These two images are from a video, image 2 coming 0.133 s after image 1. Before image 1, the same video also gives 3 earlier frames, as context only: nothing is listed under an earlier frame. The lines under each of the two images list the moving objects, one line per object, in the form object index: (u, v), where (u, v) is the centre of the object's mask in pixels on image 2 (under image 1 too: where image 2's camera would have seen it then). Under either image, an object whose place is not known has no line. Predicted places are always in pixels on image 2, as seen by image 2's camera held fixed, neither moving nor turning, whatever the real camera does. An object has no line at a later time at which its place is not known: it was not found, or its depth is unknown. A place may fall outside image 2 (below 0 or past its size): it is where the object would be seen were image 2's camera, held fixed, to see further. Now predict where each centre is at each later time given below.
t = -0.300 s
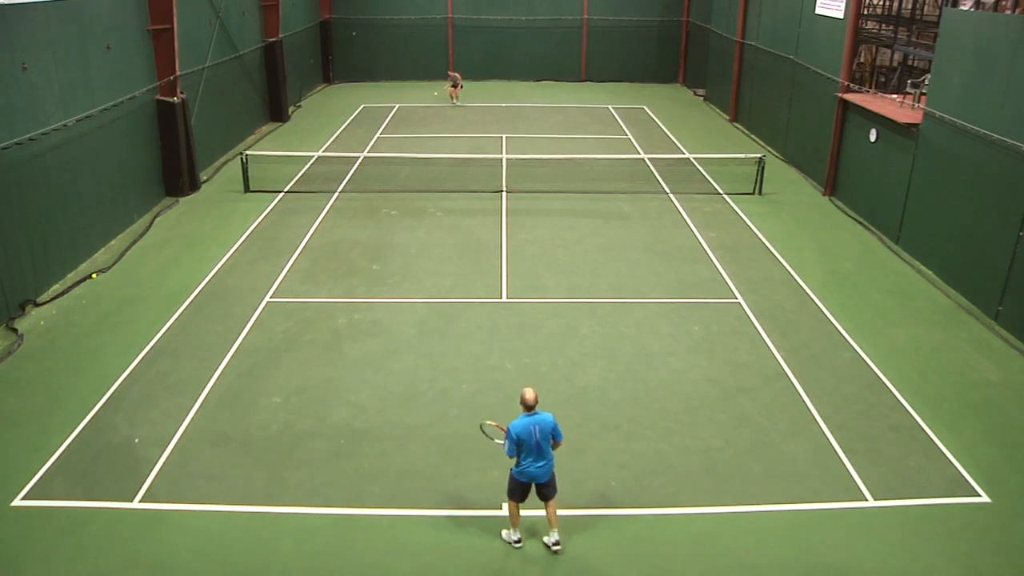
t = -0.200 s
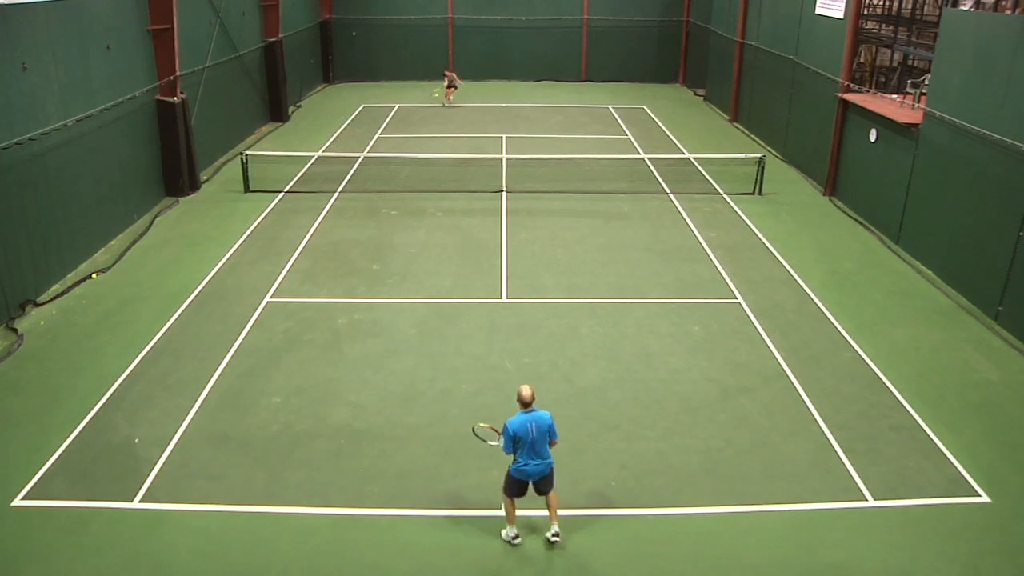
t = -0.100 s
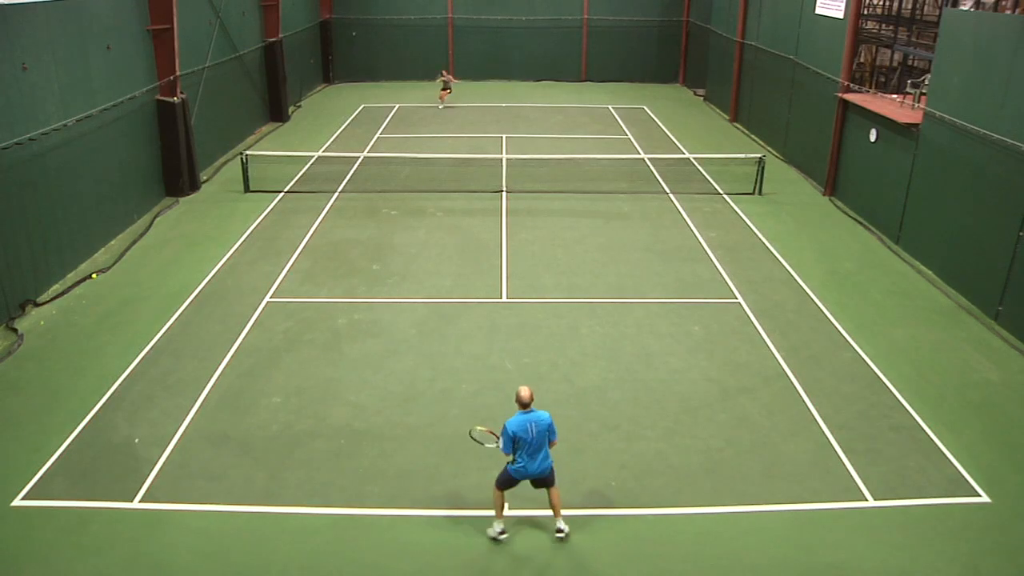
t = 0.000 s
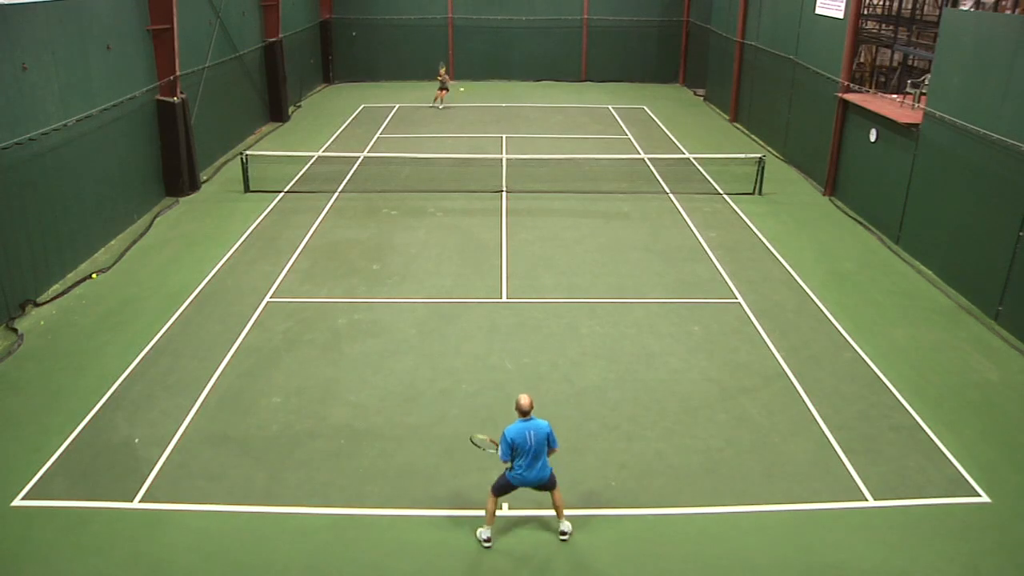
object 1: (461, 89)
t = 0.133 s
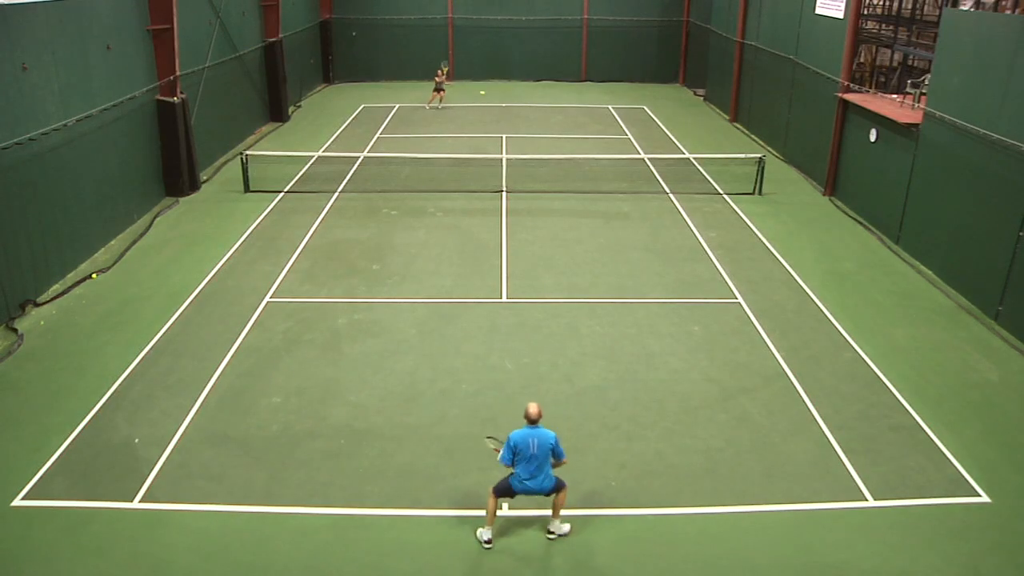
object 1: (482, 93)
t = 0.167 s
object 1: (488, 94)
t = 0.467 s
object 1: (553, 138)
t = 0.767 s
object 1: (647, 256)
